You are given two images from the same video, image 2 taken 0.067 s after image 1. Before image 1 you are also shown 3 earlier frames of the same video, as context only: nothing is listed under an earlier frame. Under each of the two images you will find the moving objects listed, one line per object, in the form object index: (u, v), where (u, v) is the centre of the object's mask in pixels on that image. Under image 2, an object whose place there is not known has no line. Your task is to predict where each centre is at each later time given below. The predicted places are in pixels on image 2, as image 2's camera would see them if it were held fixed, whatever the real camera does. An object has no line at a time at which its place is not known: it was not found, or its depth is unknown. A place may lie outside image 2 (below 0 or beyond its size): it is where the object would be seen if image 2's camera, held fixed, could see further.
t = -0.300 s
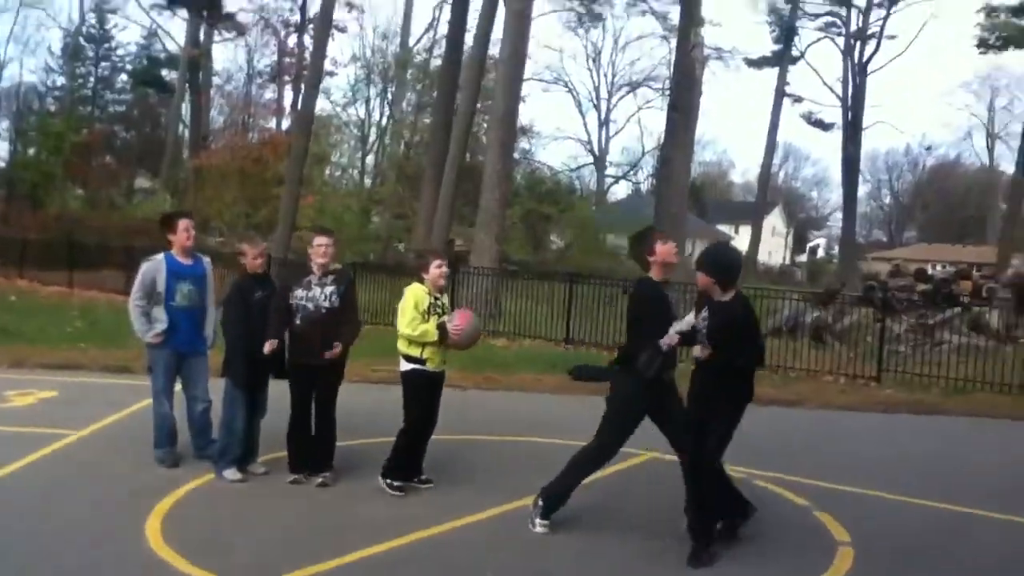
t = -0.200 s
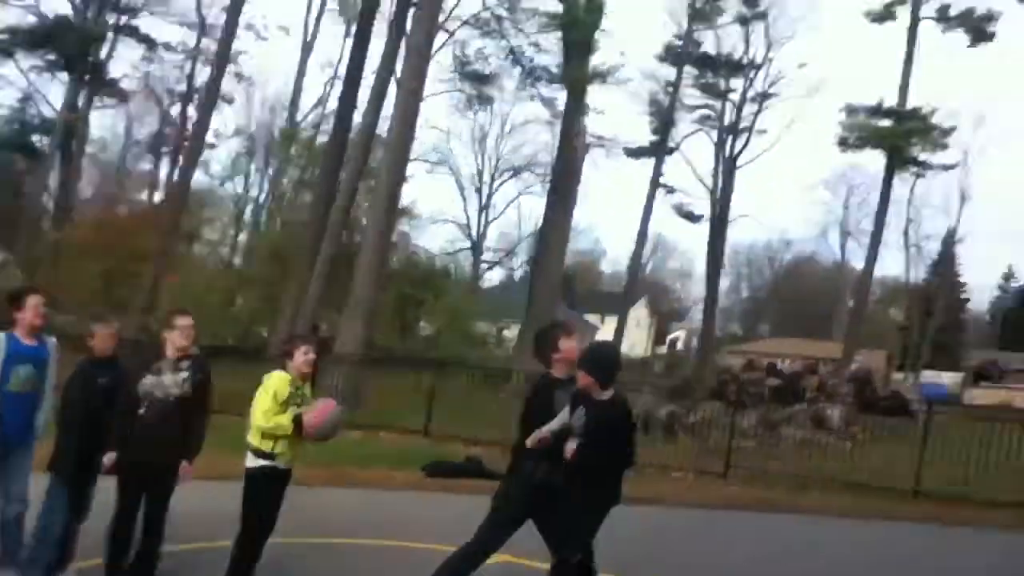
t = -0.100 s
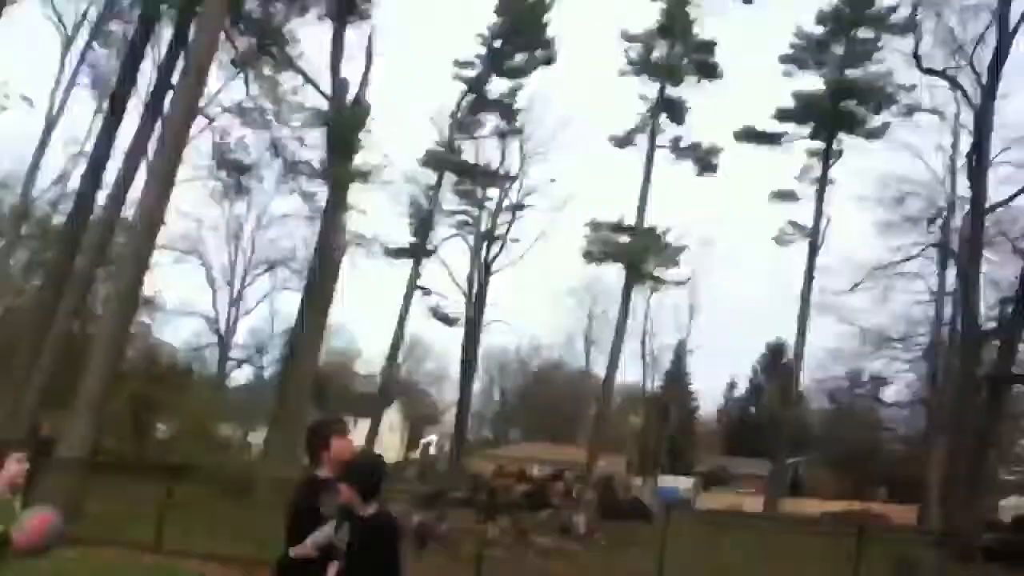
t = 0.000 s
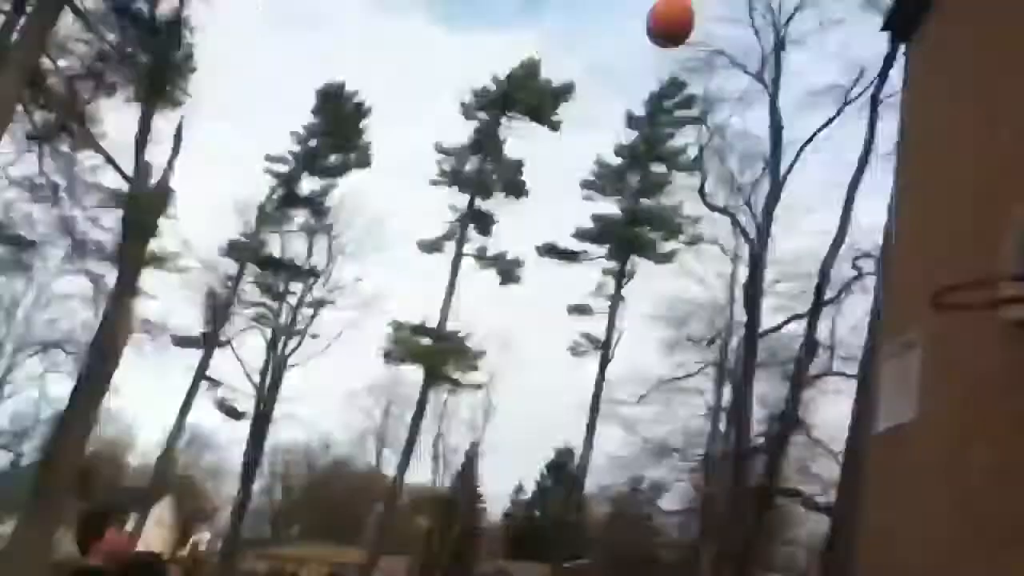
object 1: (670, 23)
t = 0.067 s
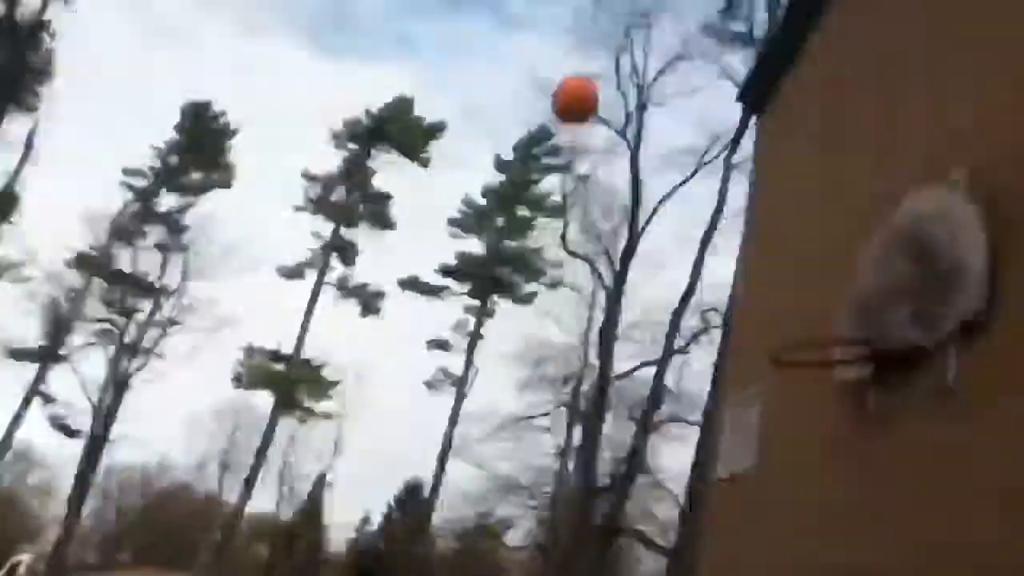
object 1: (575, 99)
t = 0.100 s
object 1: (593, 116)
